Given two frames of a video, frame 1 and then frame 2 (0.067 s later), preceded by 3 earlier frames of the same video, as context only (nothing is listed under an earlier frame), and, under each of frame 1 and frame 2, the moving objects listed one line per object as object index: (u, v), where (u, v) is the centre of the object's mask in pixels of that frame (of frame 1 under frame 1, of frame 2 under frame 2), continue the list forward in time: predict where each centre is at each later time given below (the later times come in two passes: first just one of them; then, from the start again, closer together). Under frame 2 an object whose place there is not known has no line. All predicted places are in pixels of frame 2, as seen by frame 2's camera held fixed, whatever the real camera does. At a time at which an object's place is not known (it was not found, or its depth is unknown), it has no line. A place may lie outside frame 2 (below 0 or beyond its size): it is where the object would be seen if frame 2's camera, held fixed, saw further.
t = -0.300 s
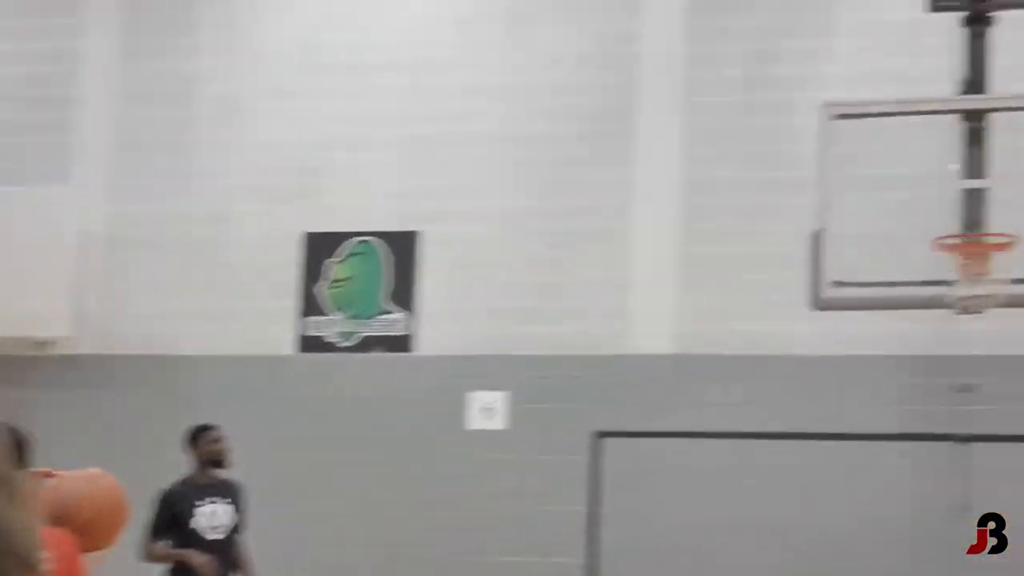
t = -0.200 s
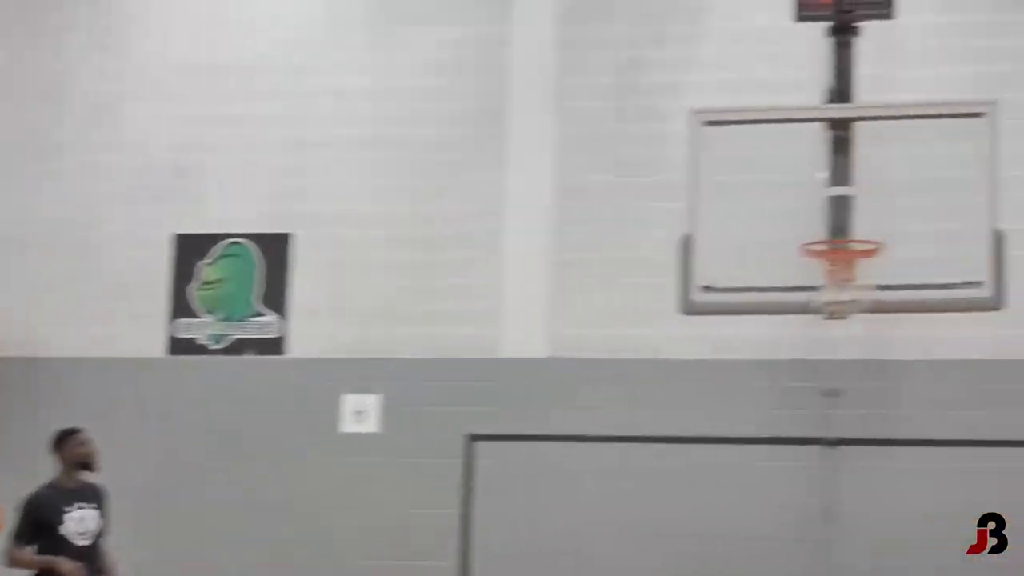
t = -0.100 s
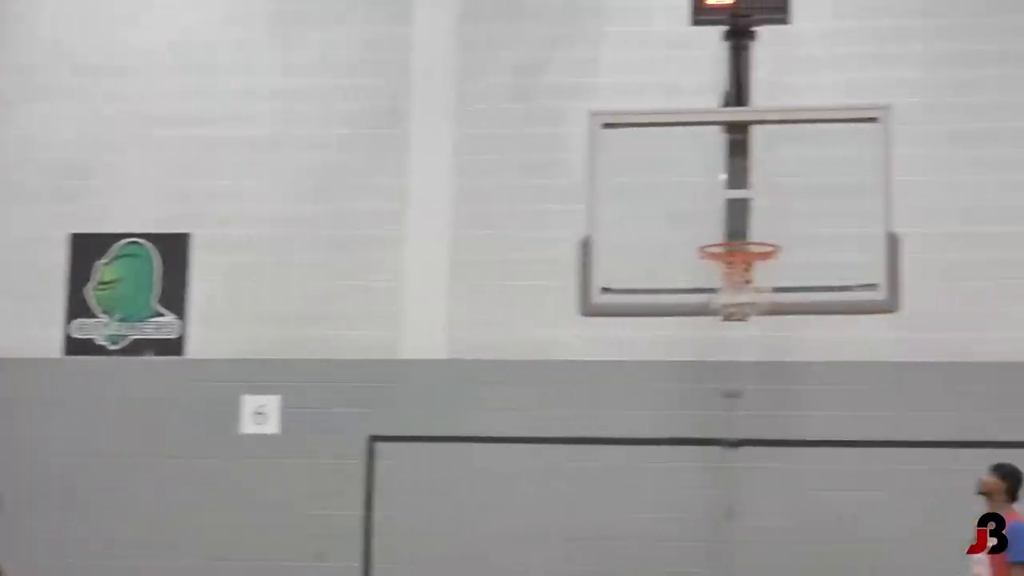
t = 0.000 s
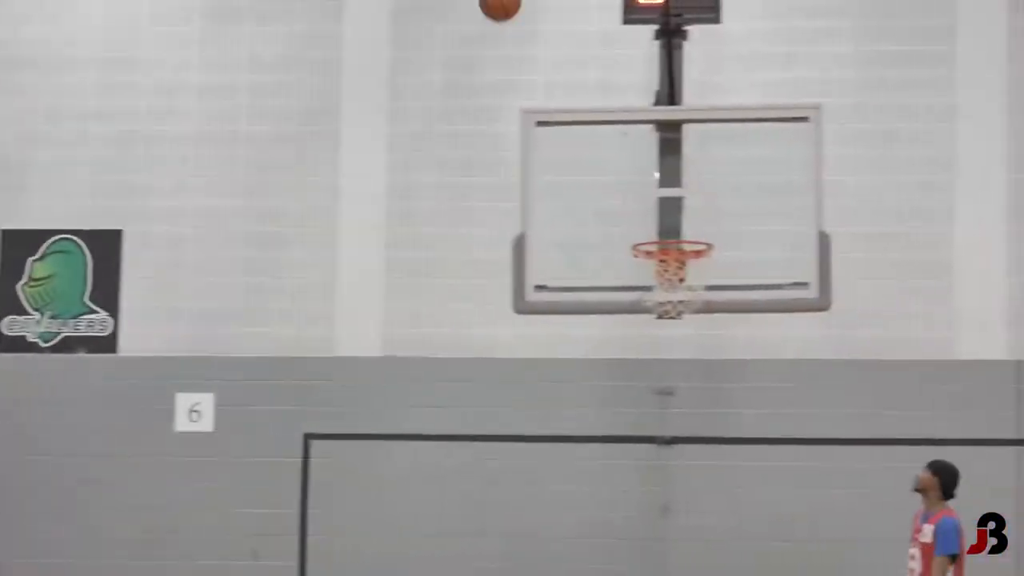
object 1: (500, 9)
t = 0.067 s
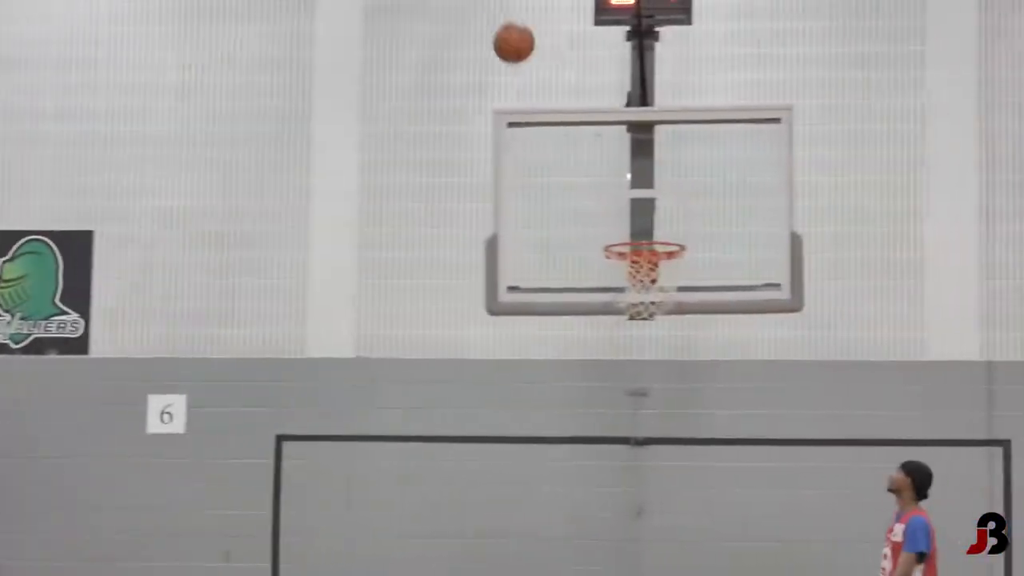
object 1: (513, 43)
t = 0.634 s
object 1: (584, 574)
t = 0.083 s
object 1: (524, 54)
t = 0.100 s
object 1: (535, 66)
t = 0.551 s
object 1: (605, 468)
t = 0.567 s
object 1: (600, 489)
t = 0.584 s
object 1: (596, 509)
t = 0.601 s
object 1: (592, 531)
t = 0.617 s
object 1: (587, 553)
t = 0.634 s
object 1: (584, 574)
